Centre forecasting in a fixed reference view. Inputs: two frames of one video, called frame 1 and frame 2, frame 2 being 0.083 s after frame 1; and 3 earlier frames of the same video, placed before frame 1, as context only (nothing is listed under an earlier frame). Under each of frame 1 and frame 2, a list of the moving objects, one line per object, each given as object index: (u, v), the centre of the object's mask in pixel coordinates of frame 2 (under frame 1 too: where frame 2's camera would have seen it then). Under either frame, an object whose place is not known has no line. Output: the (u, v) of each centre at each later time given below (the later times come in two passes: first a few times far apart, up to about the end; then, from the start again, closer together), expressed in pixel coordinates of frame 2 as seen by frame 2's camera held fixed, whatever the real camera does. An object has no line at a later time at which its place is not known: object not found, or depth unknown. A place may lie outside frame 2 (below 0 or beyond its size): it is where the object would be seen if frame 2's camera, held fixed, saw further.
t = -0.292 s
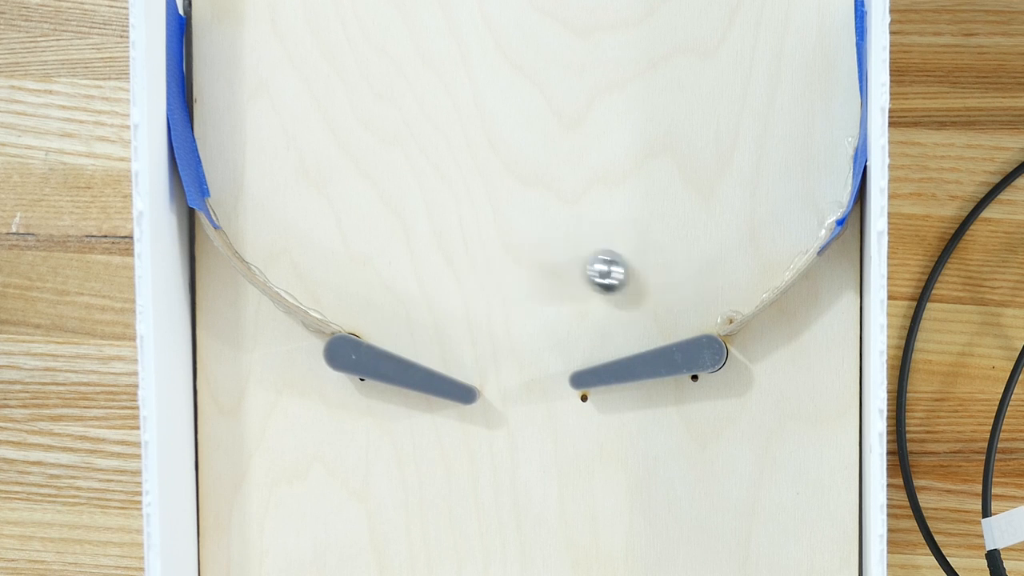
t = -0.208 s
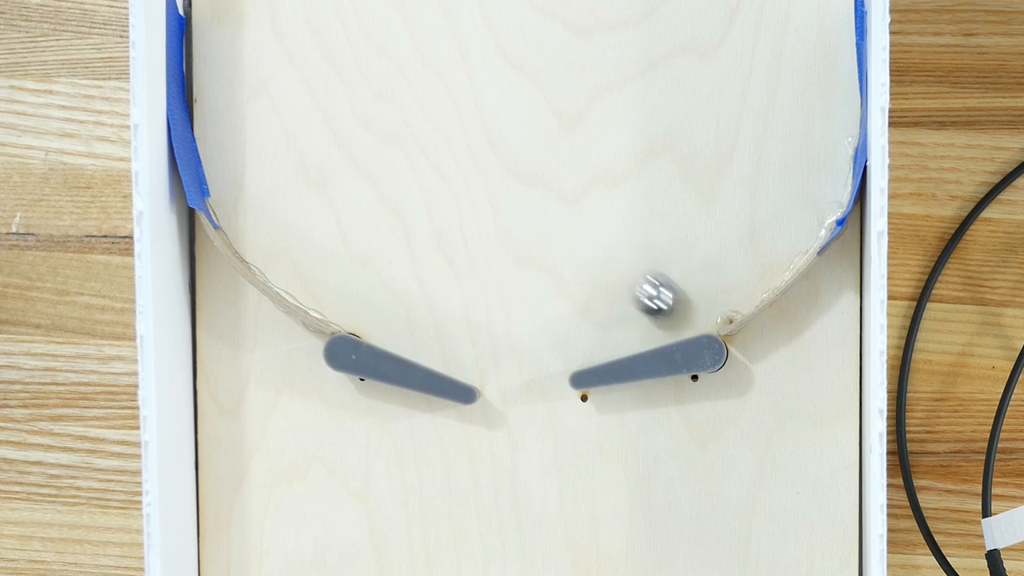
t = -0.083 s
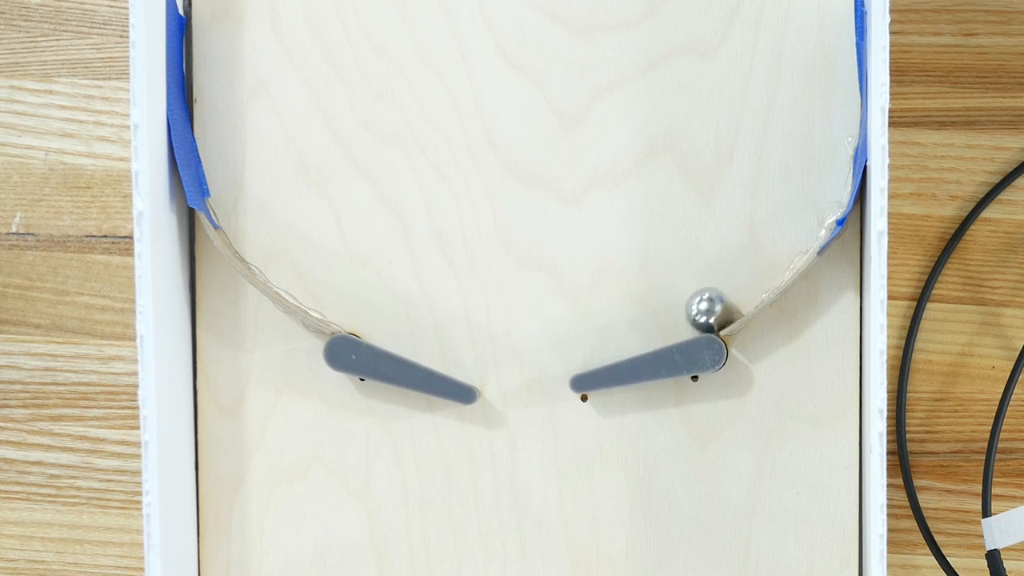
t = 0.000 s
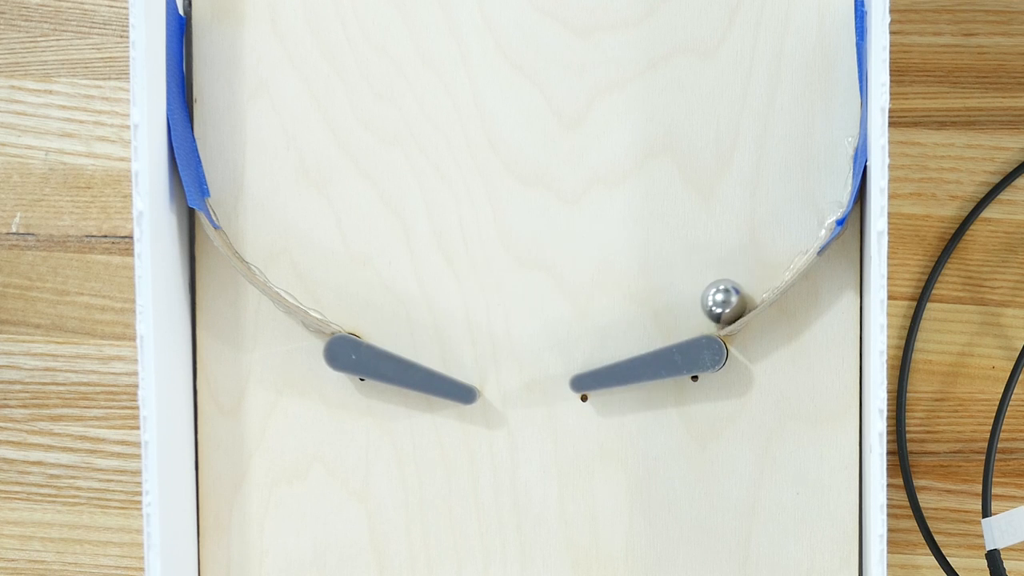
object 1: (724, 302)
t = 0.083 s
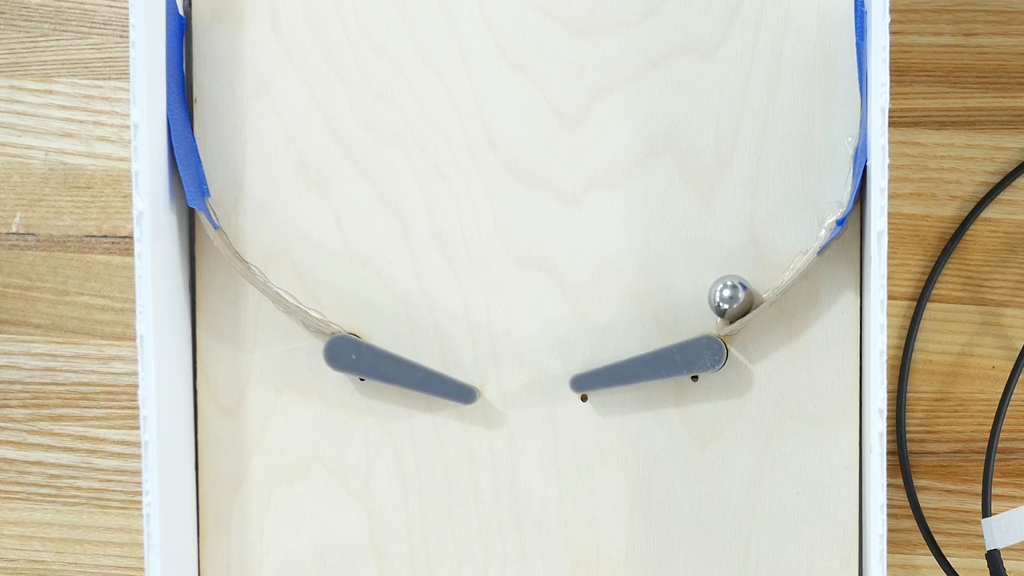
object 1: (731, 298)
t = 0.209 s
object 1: (725, 301)
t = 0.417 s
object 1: (684, 318)
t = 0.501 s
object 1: (660, 325)
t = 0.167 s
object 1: (729, 299)
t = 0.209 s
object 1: (725, 301)
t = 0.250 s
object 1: (720, 305)
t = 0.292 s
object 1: (712, 309)
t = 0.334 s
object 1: (703, 312)
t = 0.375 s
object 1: (694, 315)
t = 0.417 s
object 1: (684, 318)
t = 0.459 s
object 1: (672, 321)
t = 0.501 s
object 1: (660, 325)
